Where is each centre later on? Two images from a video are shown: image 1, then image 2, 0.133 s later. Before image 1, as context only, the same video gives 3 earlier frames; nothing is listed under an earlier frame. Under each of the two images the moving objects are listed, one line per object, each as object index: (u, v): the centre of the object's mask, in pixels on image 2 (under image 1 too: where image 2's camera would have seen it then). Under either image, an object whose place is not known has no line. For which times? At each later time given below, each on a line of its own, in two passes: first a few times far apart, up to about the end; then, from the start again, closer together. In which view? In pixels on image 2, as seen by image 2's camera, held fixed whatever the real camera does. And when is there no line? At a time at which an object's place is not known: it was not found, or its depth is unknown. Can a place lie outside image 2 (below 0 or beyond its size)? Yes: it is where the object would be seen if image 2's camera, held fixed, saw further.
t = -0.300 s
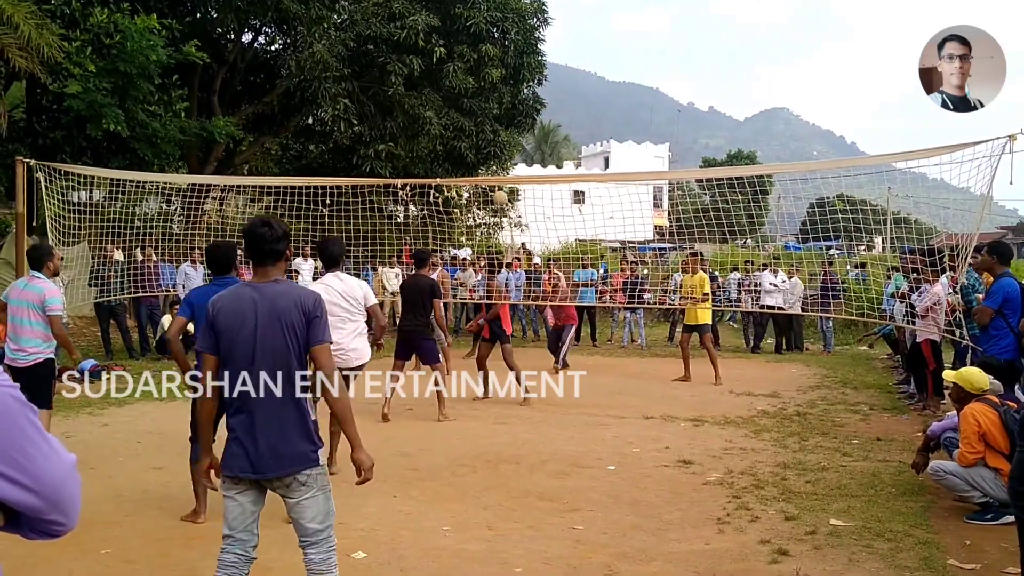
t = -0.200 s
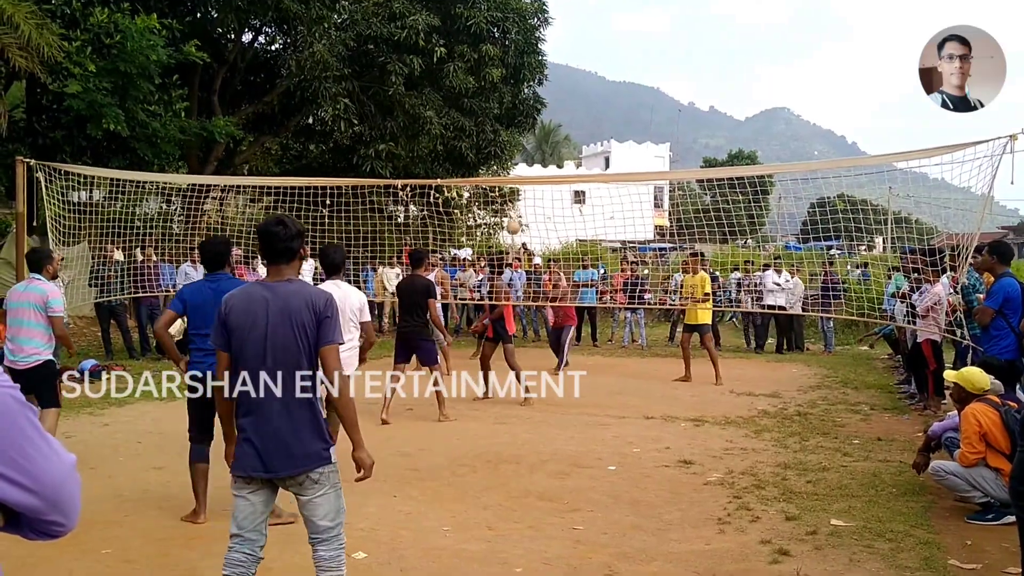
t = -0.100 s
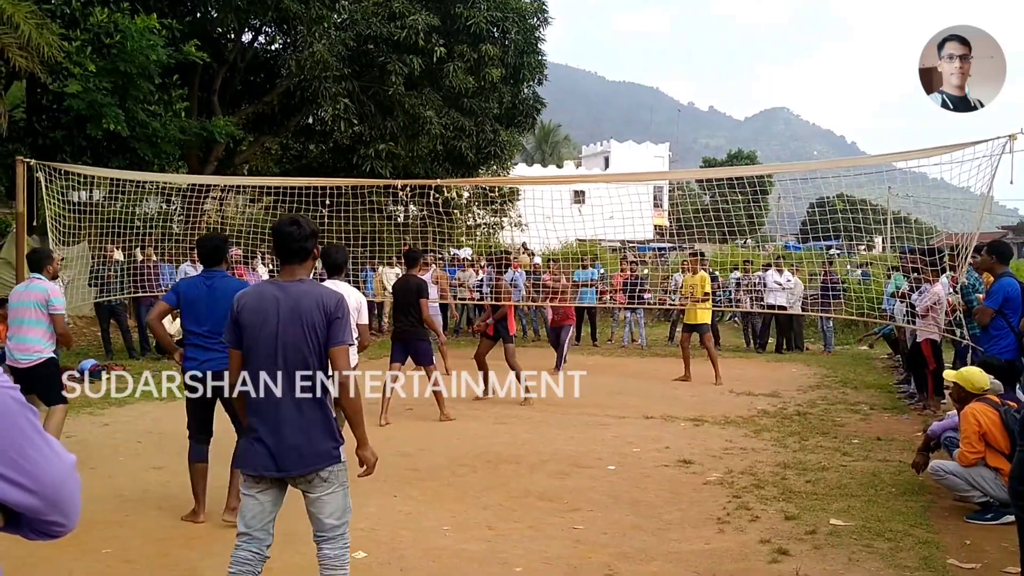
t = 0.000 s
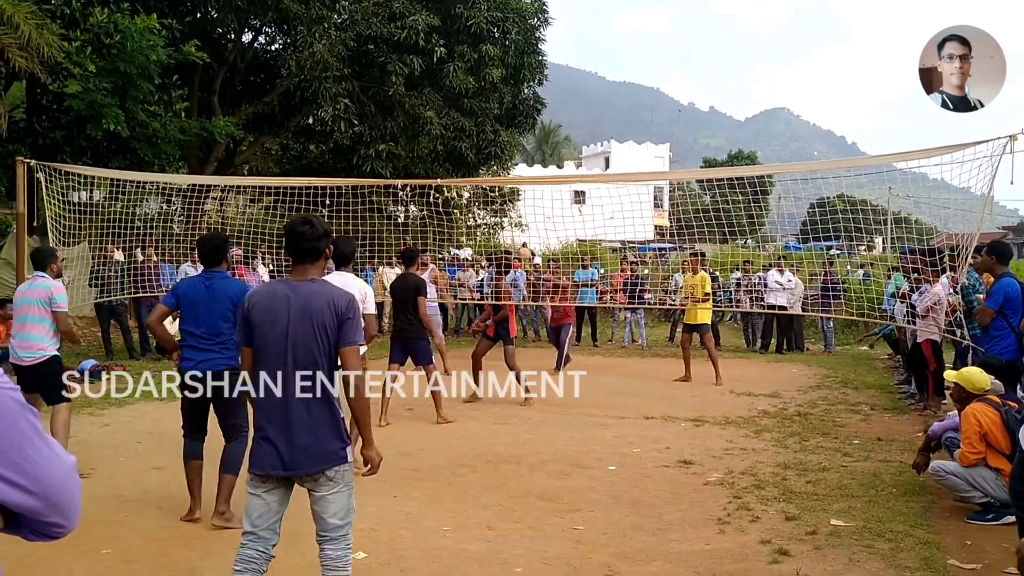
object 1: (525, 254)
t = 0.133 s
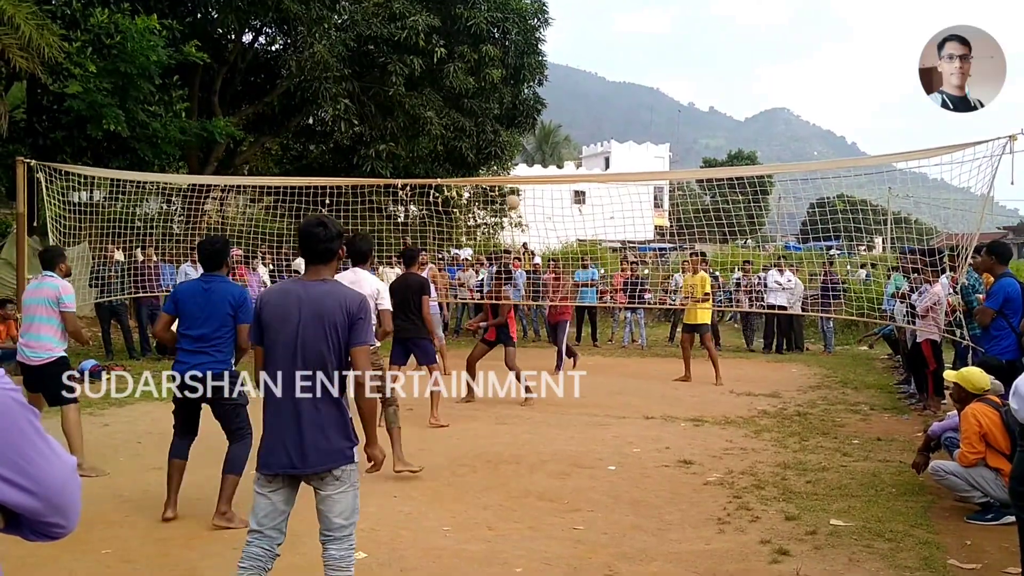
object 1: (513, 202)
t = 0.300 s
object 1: (495, 143)
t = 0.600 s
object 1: (451, 65)
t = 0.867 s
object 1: (372, 78)
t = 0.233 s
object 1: (503, 165)
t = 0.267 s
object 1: (499, 154)
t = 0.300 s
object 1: (495, 143)
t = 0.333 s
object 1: (491, 133)
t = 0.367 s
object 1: (487, 122)
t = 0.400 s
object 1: (483, 113)
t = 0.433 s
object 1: (478, 103)
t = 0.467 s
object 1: (473, 94)
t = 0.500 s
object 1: (468, 86)
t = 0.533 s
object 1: (463, 78)
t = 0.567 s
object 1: (457, 71)
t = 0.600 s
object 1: (451, 65)
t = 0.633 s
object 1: (444, 60)
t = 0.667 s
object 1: (436, 57)
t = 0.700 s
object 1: (428, 55)
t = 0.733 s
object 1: (419, 55)
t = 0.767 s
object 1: (409, 57)
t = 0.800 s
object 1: (398, 61)
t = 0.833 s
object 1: (386, 68)
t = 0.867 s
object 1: (372, 78)
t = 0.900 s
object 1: (356, 92)
